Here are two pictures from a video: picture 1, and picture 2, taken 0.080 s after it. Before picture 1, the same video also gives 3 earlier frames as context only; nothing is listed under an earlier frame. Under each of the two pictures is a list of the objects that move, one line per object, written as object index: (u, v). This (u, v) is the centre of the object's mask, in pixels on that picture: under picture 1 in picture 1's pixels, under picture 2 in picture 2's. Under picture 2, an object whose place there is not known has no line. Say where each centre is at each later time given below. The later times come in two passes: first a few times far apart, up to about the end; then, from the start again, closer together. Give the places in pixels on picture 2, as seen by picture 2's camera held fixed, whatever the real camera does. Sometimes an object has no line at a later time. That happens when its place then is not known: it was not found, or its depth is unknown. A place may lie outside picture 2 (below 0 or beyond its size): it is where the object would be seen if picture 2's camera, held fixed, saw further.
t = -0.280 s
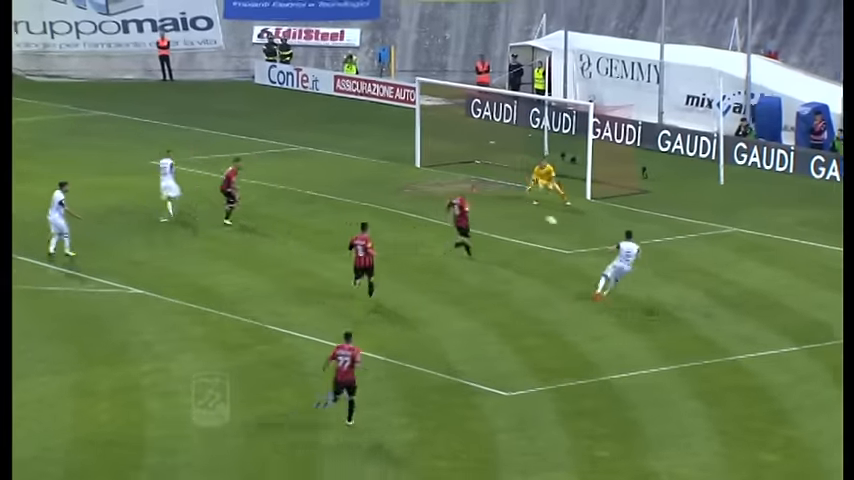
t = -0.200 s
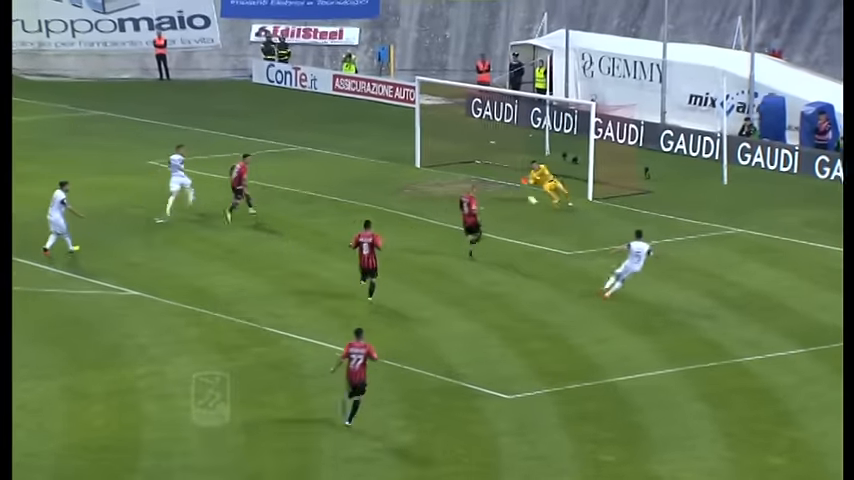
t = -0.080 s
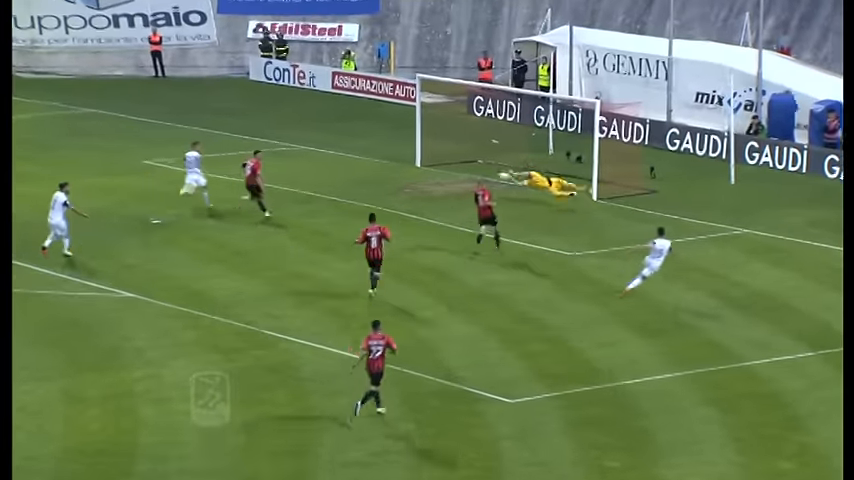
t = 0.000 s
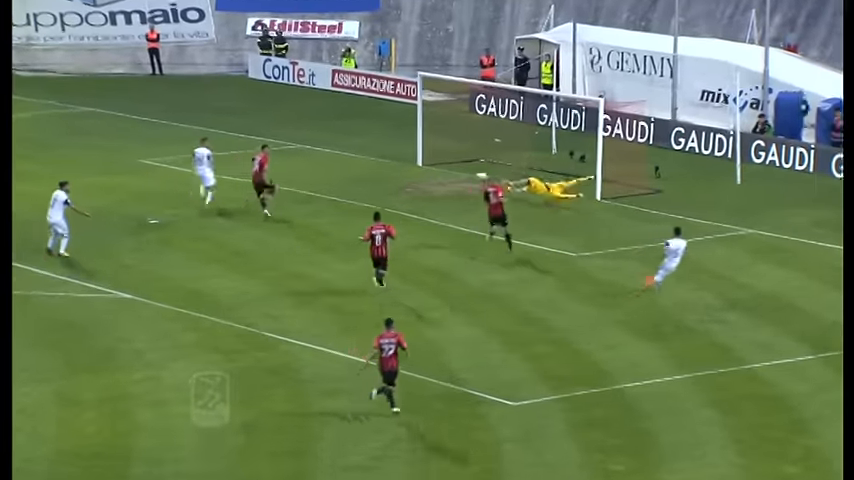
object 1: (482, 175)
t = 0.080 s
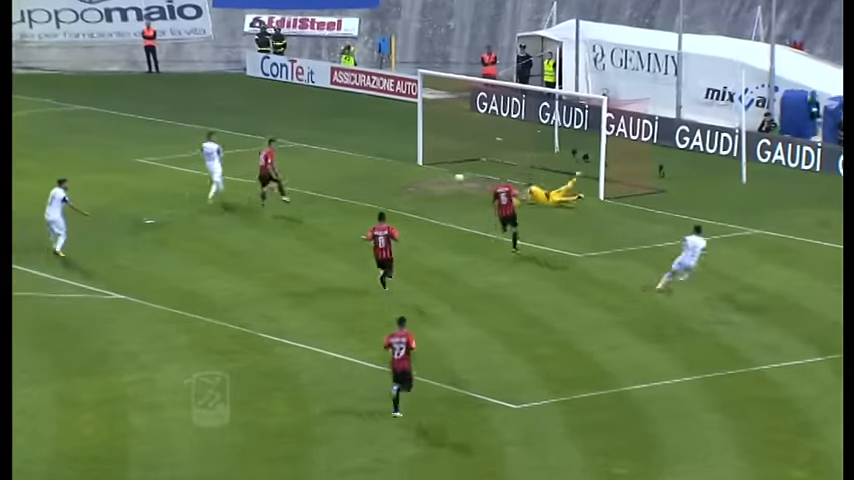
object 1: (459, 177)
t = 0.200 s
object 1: (429, 177)
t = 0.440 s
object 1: (389, 147)
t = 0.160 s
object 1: (436, 181)
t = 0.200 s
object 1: (429, 177)
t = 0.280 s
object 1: (415, 163)
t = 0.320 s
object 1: (408, 159)
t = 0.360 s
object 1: (402, 155)
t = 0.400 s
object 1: (395, 151)
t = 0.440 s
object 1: (389, 147)
